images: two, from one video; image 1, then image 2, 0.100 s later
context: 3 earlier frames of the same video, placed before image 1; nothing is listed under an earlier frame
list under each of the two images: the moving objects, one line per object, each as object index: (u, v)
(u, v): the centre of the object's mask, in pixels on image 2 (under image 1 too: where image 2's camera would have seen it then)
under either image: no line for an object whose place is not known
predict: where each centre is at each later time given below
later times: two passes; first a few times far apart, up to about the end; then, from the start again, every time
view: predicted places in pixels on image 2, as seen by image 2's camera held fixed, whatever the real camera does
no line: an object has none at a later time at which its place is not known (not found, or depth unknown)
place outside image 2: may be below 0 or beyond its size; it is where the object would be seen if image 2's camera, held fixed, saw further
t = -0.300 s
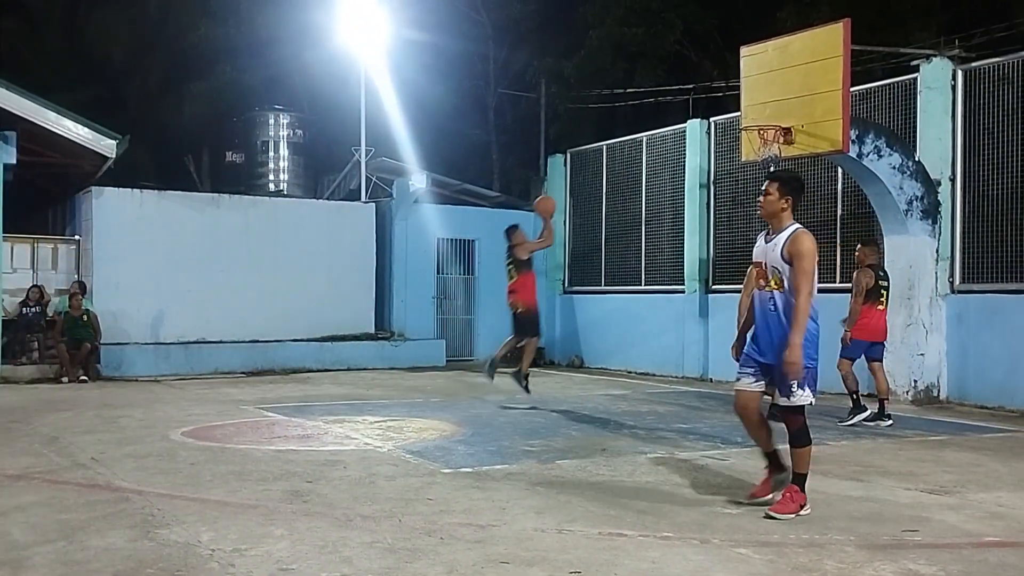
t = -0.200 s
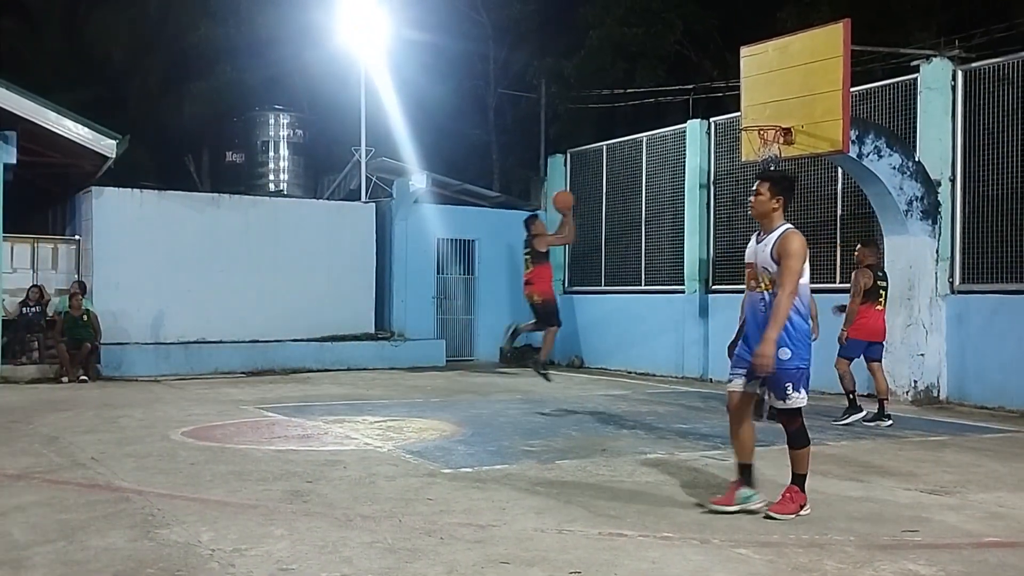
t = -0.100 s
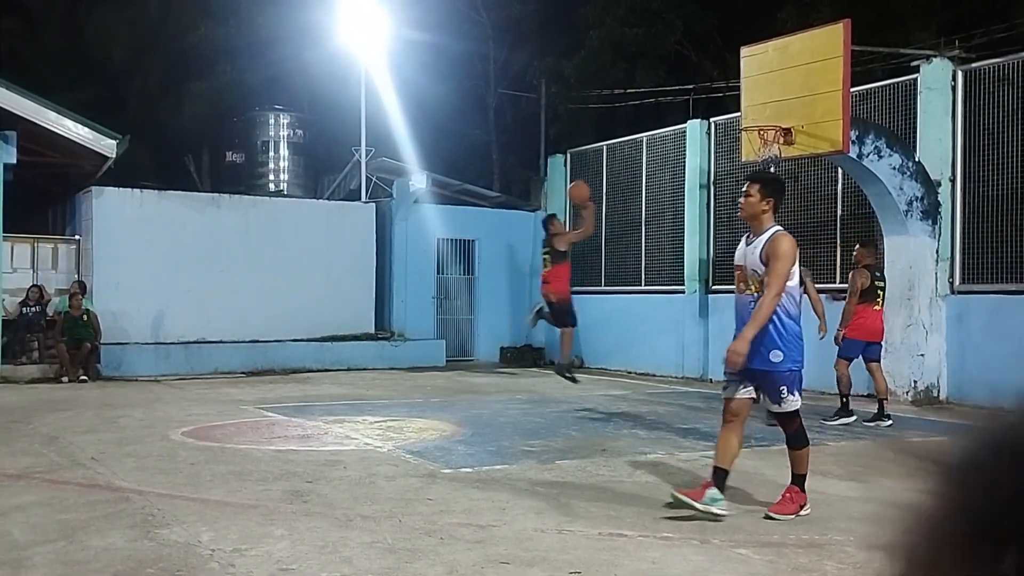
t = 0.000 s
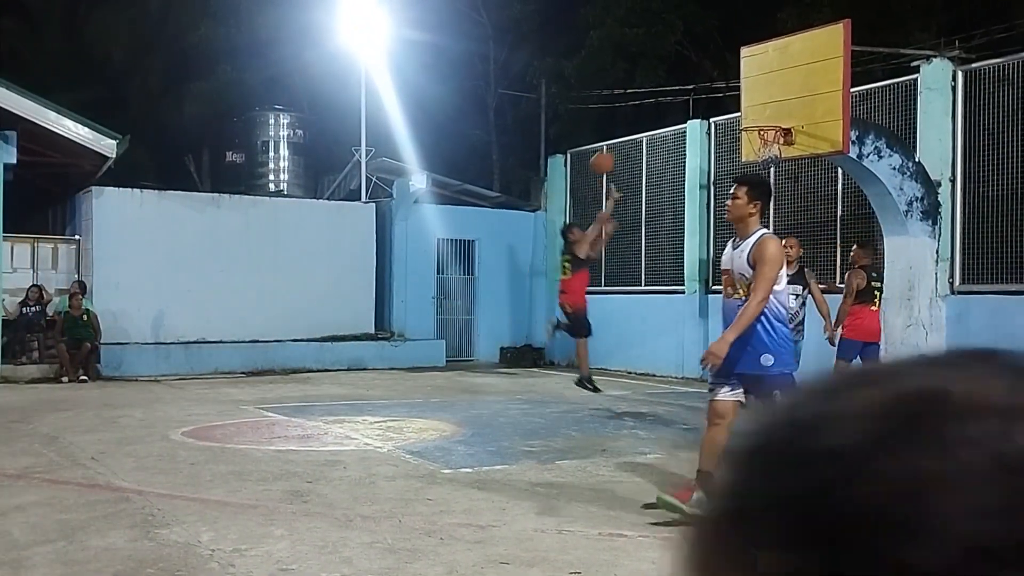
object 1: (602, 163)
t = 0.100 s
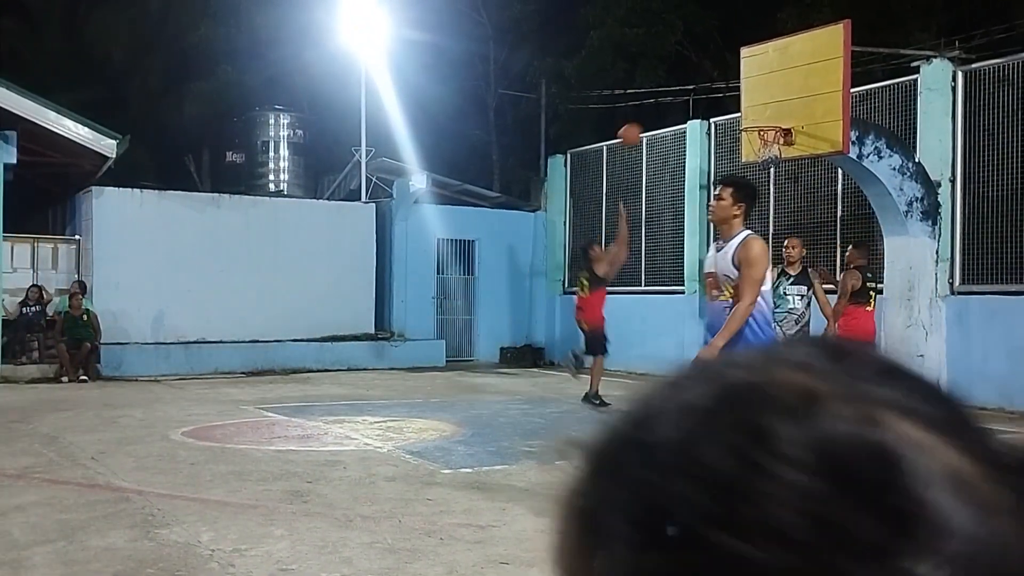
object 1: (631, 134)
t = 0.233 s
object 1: (667, 113)
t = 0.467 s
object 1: (730, 114)
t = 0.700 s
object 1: (734, 114)
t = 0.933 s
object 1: (729, 157)
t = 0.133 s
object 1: (640, 127)
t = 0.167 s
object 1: (649, 121)
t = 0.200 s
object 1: (658, 117)
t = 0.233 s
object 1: (667, 113)
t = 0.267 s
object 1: (676, 110)
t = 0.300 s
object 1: (684, 109)
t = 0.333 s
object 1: (694, 108)
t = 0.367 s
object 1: (703, 108)
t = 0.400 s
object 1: (711, 109)
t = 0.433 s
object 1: (720, 111)
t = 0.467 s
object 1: (730, 114)
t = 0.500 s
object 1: (737, 118)
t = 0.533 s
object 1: (737, 115)
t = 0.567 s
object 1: (736, 112)
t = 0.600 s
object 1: (736, 111)
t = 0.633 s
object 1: (735, 111)
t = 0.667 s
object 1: (734, 112)
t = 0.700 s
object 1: (734, 114)
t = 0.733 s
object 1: (733, 117)
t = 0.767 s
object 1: (733, 121)
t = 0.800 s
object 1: (733, 127)
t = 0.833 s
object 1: (731, 132)
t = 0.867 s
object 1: (730, 141)
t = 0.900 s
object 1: (730, 149)
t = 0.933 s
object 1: (729, 157)
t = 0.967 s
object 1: (728, 168)
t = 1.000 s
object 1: (727, 179)
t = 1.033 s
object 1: (727, 191)
